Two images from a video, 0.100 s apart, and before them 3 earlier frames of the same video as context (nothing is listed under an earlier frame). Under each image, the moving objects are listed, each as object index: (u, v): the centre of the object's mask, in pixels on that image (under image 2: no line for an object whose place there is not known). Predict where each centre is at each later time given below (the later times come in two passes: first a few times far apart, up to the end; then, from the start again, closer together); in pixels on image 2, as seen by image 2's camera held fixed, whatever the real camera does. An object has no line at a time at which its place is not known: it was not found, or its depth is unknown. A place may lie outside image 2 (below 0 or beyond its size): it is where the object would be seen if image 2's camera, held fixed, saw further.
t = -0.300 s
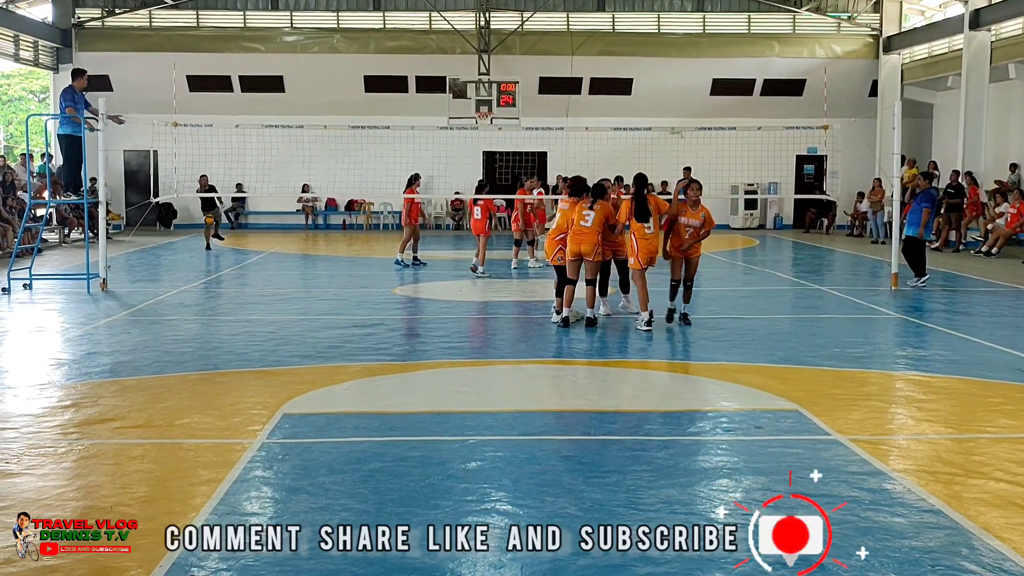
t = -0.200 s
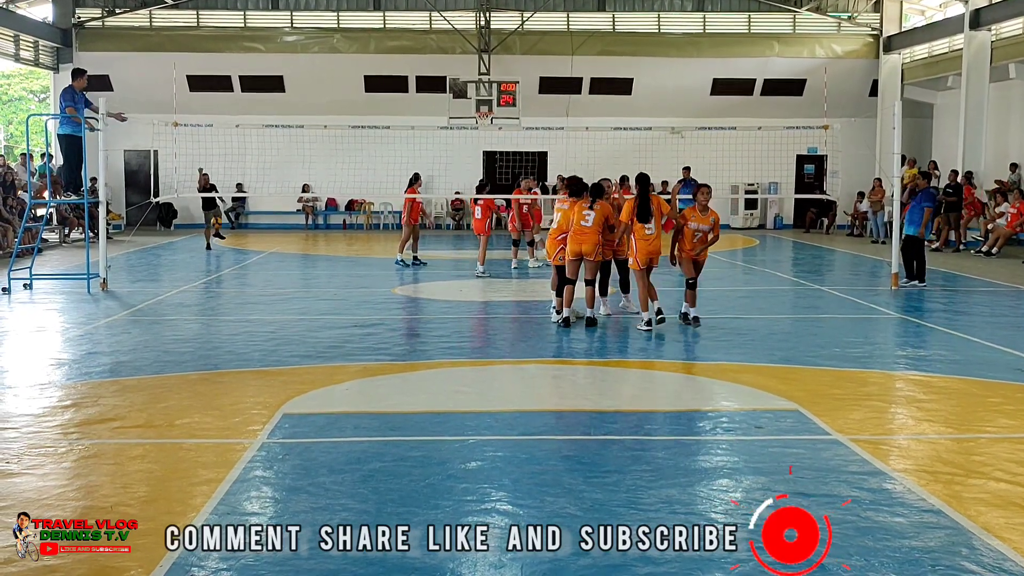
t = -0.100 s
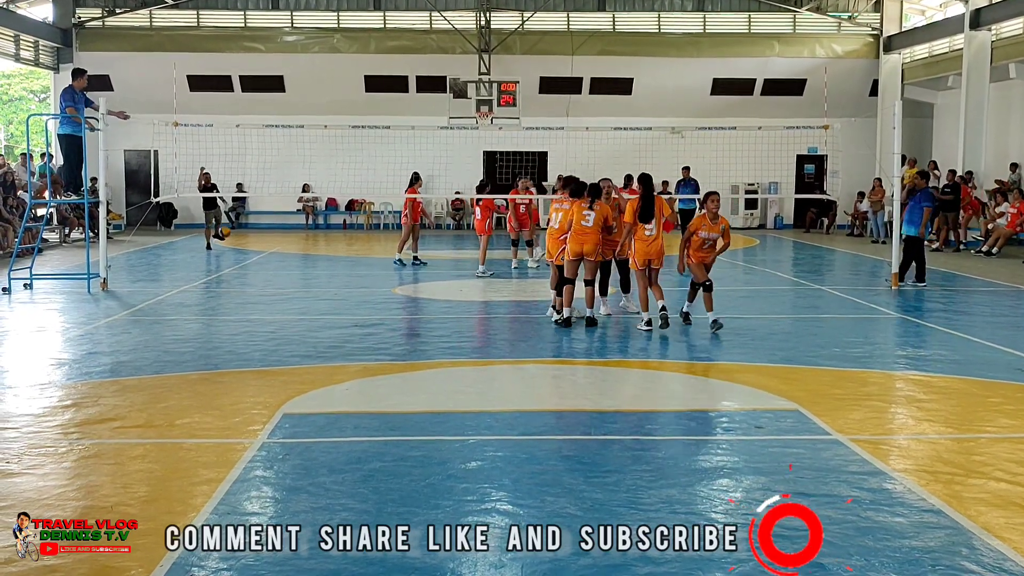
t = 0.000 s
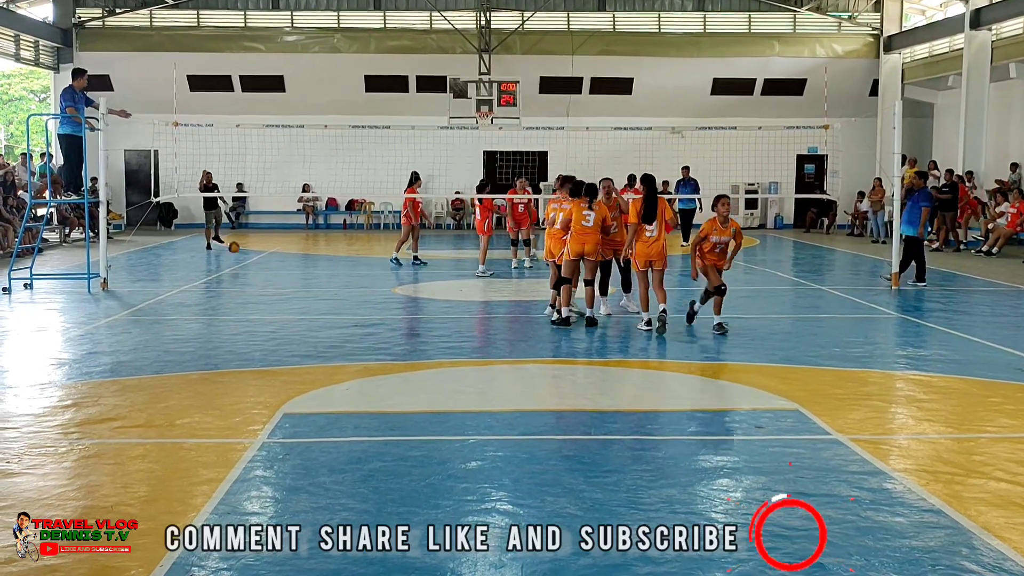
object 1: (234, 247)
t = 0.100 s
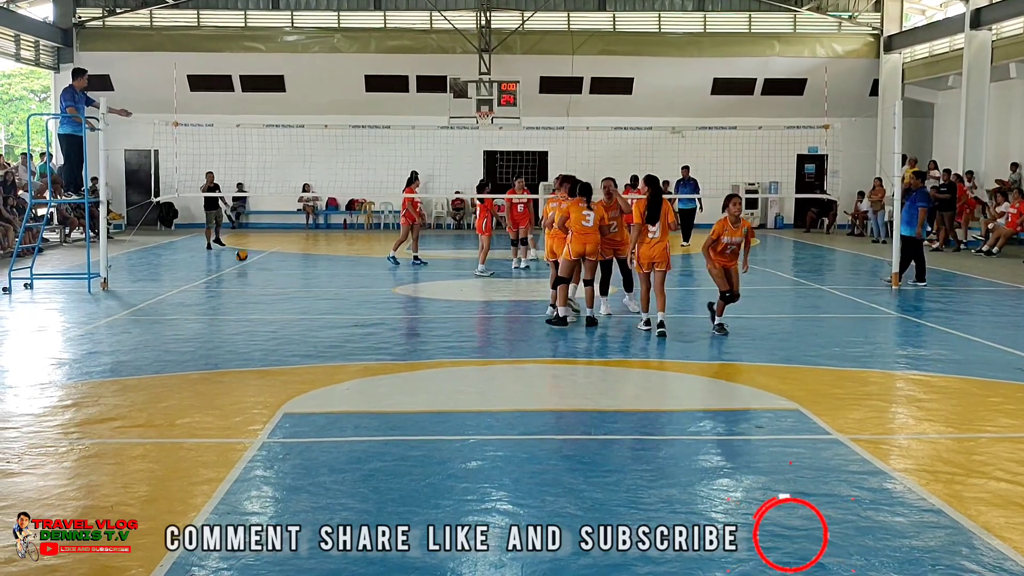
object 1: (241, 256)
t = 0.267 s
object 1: (252, 237)
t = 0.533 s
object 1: (269, 242)
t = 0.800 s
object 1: (289, 267)
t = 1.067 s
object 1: (309, 257)
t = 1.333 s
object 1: (333, 290)
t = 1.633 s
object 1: (363, 287)
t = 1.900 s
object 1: (394, 306)
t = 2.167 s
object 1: (431, 332)
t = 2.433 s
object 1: (474, 349)
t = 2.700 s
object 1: (525, 367)
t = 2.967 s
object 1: (588, 400)
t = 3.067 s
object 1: (615, 404)
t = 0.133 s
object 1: (244, 250)
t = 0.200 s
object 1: (247, 242)
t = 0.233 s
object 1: (249, 239)
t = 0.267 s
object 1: (252, 237)
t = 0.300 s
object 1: (253, 235)
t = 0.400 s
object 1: (260, 234)
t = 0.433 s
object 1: (262, 235)
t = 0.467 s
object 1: (265, 236)
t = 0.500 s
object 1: (267, 238)
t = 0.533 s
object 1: (269, 242)
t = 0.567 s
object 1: (272, 246)
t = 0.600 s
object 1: (274, 251)
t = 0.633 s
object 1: (277, 256)
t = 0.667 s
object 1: (279, 262)
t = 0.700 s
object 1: (282, 270)
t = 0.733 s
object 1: (284, 277)
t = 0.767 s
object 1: (287, 271)
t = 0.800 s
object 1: (289, 267)
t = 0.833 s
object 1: (291, 263)
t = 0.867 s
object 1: (294, 260)
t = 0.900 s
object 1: (296, 257)
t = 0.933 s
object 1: (299, 256)
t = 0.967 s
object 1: (301, 255)
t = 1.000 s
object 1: (304, 255)
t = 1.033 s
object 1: (306, 256)
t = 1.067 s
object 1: (309, 257)
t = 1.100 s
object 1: (312, 260)
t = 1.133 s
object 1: (315, 263)
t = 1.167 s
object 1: (318, 268)
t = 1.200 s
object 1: (321, 273)
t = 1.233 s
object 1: (324, 279)
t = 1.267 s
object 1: (327, 287)
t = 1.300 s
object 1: (330, 294)
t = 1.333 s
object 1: (333, 290)
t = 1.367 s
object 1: (336, 286)
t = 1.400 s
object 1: (340, 283)
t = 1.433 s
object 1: (343, 281)
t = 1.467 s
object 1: (346, 279)
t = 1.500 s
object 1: (349, 279)
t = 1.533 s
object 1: (353, 280)
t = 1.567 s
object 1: (356, 281)
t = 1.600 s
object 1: (359, 284)
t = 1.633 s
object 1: (363, 287)
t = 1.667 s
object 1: (366, 292)
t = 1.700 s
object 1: (370, 297)
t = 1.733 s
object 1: (374, 304)
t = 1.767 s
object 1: (378, 312)
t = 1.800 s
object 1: (382, 312)
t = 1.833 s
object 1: (386, 309)
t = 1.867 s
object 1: (390, 307)
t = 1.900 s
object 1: (394, 306)
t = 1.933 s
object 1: (399, 306)
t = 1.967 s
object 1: (403, 308)
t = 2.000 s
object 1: (408, 310)
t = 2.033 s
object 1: (412, 314)
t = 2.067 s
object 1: (417, 319)
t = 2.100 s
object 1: (422, 325)
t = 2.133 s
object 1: (427, 332)
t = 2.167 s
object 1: (431, 332)
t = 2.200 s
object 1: (437, 330)
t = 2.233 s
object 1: (441, 329)
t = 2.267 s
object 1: (446, 329)
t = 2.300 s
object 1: (451, 330)
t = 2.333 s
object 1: (457, 333)
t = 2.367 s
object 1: (463, 337)
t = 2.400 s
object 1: (468, 343)
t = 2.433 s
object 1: (474, 349)
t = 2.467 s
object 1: (479, 354)
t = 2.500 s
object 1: (486, 351)
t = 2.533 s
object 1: (491, 351)
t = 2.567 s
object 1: (498, 351)
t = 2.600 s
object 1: (504, 353)
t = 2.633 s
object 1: (511, 356)
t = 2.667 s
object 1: (517, 361)
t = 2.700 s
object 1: (525, 367)
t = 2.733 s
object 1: (531, 375)
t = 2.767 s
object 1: (539, 376)
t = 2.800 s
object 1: (546, 376)
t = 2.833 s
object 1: (554, 377)
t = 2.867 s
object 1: (562, 380)
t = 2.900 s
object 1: (571, 385)
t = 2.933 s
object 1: (579, 391)
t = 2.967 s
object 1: (588, 400)
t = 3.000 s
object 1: (597, 401)
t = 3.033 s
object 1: (606, 402)
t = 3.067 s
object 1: (615, 404)
